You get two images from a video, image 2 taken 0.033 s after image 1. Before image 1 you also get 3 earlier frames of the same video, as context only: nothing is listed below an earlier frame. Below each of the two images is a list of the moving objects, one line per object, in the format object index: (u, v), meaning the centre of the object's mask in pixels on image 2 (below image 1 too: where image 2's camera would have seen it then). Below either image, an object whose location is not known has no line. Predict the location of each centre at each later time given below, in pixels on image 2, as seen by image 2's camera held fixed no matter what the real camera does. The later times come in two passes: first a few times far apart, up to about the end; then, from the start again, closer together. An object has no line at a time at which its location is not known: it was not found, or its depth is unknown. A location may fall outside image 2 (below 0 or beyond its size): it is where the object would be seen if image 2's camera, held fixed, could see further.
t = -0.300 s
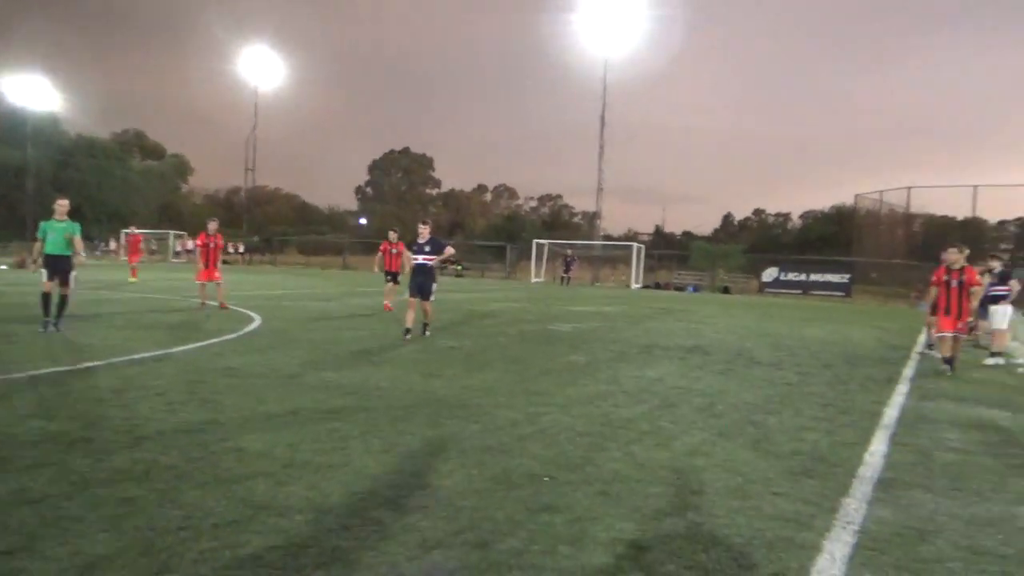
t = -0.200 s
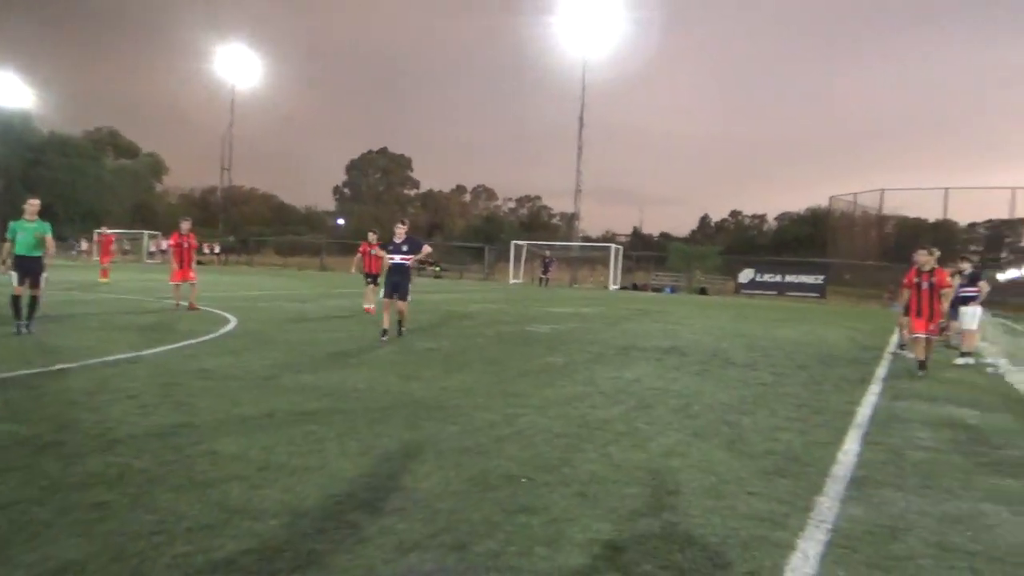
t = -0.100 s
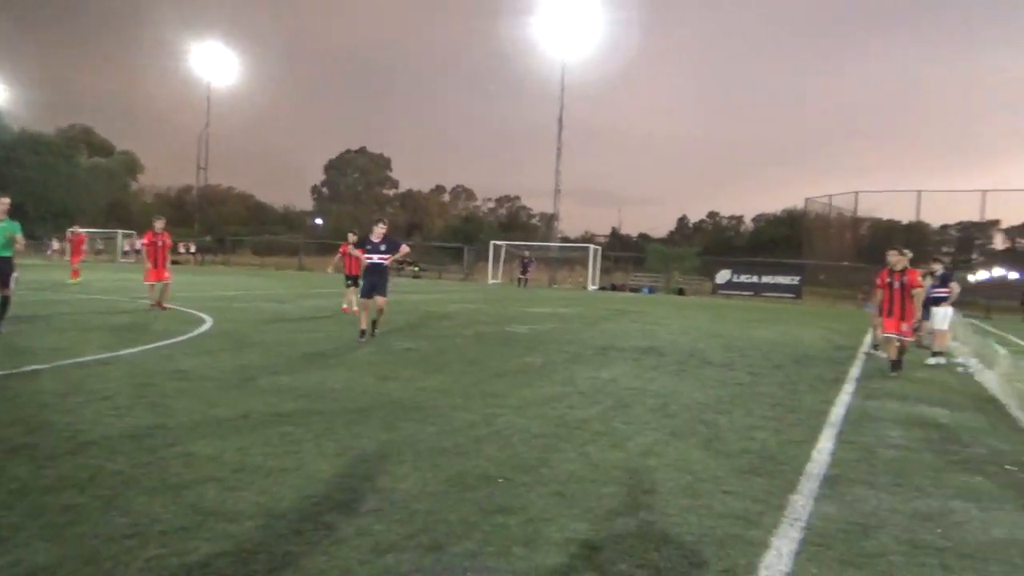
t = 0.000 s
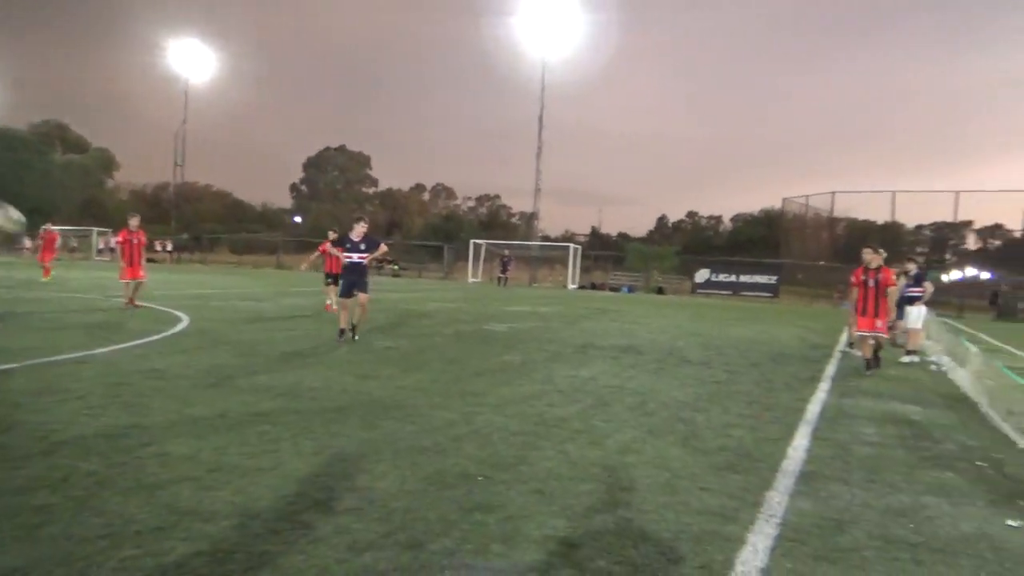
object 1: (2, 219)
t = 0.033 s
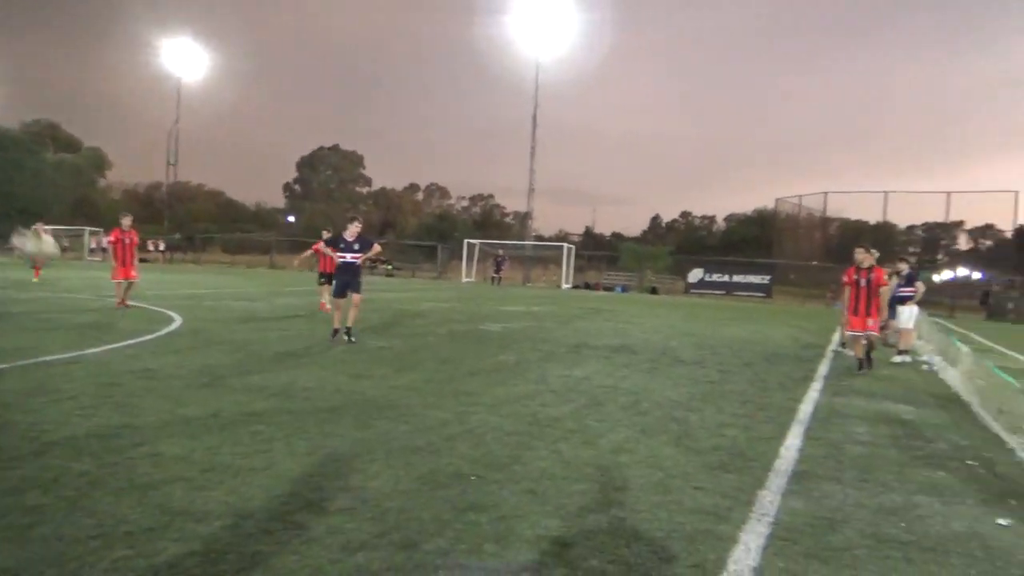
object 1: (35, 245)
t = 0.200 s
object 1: (217, 379)
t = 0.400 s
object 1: (296, 328)
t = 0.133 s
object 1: (150, 325)
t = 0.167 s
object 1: (185, 353)
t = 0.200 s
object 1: (217, 379)
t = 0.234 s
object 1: (241, 391)
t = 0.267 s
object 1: (253, 375)
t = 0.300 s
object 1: (263, 361)
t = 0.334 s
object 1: (275, 349)
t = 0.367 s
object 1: (285, 338)
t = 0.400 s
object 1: (296, 328)
